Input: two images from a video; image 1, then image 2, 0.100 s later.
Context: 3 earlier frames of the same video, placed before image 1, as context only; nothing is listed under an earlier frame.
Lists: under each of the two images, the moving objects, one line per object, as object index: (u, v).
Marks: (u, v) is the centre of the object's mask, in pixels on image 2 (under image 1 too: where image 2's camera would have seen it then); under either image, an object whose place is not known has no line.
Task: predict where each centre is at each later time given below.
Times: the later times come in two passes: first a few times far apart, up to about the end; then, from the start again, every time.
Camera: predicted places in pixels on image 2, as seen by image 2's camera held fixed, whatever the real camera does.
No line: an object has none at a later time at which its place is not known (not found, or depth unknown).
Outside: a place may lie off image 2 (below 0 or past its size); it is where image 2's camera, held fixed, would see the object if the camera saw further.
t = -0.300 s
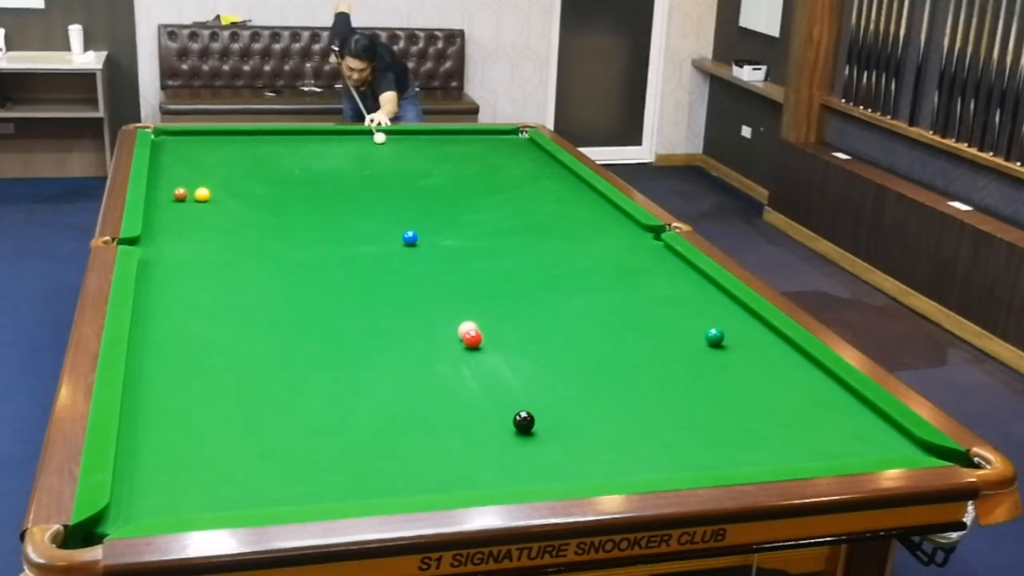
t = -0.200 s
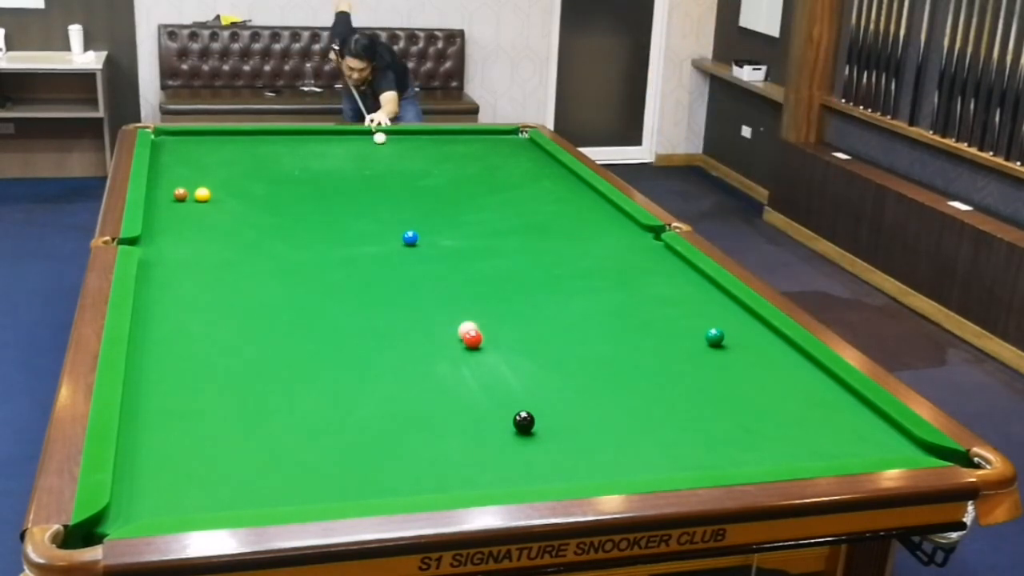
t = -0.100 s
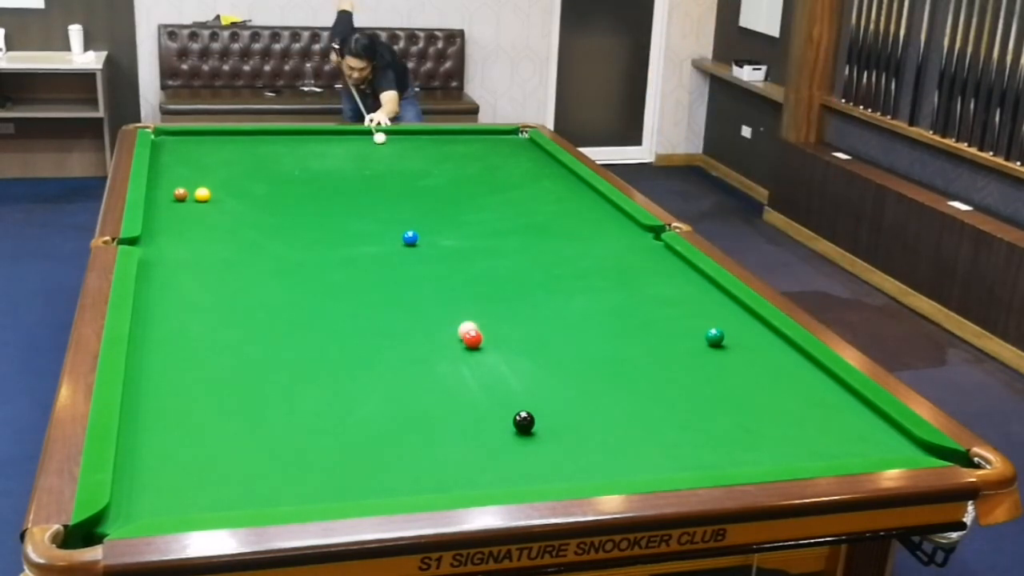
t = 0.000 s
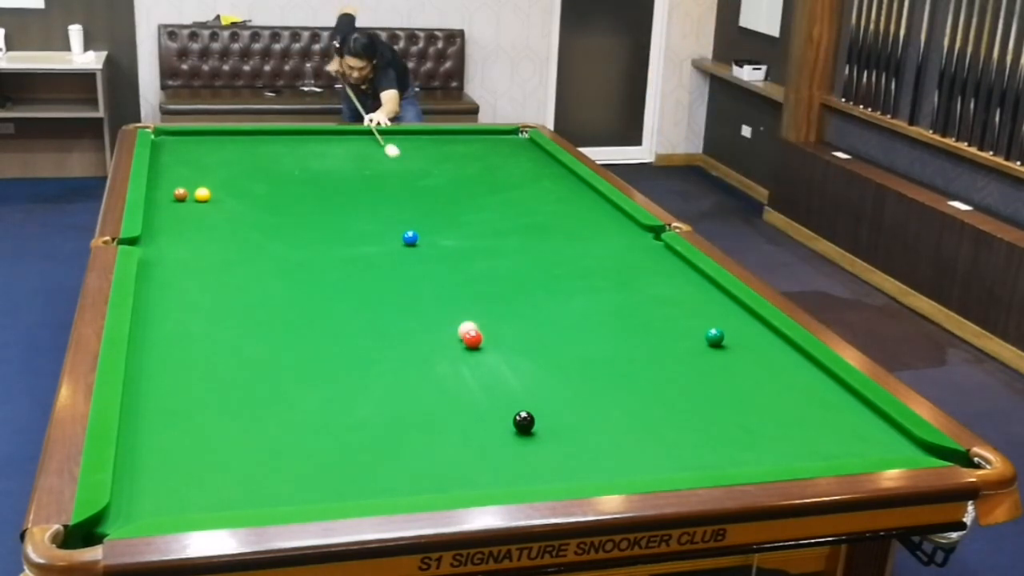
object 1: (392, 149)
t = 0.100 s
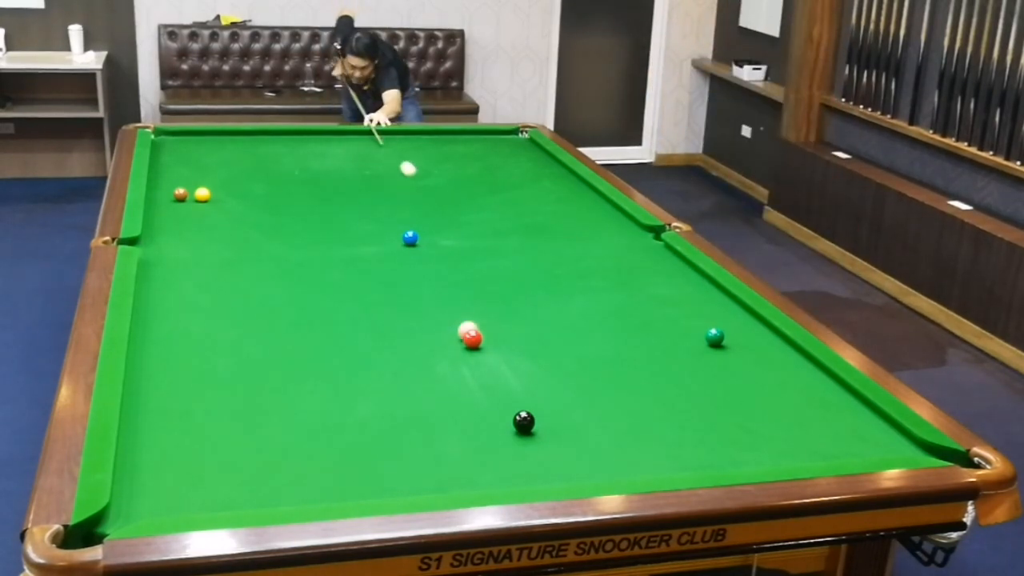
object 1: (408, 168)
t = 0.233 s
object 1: (430, 194)
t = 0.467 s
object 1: (468, 241)
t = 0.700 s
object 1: (513, 299)
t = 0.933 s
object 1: (575, 379)
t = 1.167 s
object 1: (631, 461)
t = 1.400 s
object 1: (517, 385)
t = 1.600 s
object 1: (449, 343)
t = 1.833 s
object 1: (383, 302)
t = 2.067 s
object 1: (327, 268)
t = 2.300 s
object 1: (279, 239)
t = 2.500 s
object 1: (243, 217)
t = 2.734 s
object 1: (212, 197)
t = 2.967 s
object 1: (218, 191)
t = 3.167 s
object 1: (221, 185)
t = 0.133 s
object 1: (413, 174)
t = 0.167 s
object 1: (419, 181)
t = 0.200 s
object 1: (424, 187)
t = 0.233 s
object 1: (430, 194)
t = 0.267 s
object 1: (435, 200)
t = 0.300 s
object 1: (441, 207)
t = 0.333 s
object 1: (446, 213)
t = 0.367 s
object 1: (451, 220)
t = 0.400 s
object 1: (457, 227)
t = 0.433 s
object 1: (462, 234)
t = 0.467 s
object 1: (468, 241)
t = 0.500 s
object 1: (473, 248)
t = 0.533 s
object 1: (479, 256)
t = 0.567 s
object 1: (486, 264)
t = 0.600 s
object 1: (492, 272)
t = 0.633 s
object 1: (499, 281)
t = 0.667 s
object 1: (506, 290)
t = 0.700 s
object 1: (513, 299)
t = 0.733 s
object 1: (521, 309)
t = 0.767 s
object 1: (529, 319)
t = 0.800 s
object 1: (537, 330)
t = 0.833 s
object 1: (546, 341)
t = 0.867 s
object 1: (555, 353)
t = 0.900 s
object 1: (565, 366)
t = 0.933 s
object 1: (575, 379)
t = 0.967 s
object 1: (586, 392)
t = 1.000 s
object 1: (597, 407)
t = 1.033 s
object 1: (609, 422)
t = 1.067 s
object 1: (622, 438)
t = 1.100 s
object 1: (635, 455)
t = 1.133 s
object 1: (646, 467)
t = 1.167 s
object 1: (631, 461)
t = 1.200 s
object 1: (611, 448)
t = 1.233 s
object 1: (593, 435)
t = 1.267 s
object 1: (576, 423)
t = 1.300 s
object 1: (560, 412)
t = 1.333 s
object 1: (545, 402)
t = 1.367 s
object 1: (530, 393)
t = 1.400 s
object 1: (517, 385)
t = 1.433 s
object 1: (505, 377)
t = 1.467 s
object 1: (493, 370)
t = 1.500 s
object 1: (481, 363)
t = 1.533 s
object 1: (470, 356)
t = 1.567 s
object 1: (460, 349)
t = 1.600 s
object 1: (449, 343)
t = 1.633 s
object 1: (439, 337)
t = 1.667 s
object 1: (429, 331)
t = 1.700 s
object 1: (419, 325)
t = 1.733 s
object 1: (410, 319)
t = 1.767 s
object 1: (401, 313)
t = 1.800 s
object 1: (392, 308)
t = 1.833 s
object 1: (383, 302)
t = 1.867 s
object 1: (374, 297)
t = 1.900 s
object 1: (366, 292)
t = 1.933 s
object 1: (357, 287)
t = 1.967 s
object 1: (349, 282)
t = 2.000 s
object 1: (342, 277)
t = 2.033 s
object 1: (334, 273)
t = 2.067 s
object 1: (327, 268)
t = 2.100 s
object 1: (319, 264)
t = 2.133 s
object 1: (312, 259)
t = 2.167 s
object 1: (305, 255)
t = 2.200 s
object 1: (299, 251)
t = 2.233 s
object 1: (292, 247)
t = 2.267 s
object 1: (285, 243)
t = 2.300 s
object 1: (279, 239)
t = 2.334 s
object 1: (273, 235)
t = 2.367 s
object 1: (266, 231)
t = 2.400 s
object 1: (260, 228)
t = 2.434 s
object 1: (255, 224)
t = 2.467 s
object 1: (249, 221)
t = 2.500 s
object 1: (243, 217)
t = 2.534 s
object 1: (238, 214)
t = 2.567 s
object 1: (232, 210)
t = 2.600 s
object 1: (227, 207)
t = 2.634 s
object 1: (222, 204)
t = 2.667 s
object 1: (217, 201)
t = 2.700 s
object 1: (212, 198)
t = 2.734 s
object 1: (212, 197)
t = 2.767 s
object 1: (213, 196)
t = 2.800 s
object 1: (215, 196)
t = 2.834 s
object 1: (216, 195)
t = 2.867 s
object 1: (217, 194)
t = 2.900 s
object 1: (217, 193)
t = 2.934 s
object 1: (218, 192)
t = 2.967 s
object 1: (218, 191)
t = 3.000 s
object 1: (219, 190)
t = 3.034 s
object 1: (219, 189)
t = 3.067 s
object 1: (220, 188)
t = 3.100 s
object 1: (220, 187)
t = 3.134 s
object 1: (221, 186)
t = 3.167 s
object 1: (221, 185)
